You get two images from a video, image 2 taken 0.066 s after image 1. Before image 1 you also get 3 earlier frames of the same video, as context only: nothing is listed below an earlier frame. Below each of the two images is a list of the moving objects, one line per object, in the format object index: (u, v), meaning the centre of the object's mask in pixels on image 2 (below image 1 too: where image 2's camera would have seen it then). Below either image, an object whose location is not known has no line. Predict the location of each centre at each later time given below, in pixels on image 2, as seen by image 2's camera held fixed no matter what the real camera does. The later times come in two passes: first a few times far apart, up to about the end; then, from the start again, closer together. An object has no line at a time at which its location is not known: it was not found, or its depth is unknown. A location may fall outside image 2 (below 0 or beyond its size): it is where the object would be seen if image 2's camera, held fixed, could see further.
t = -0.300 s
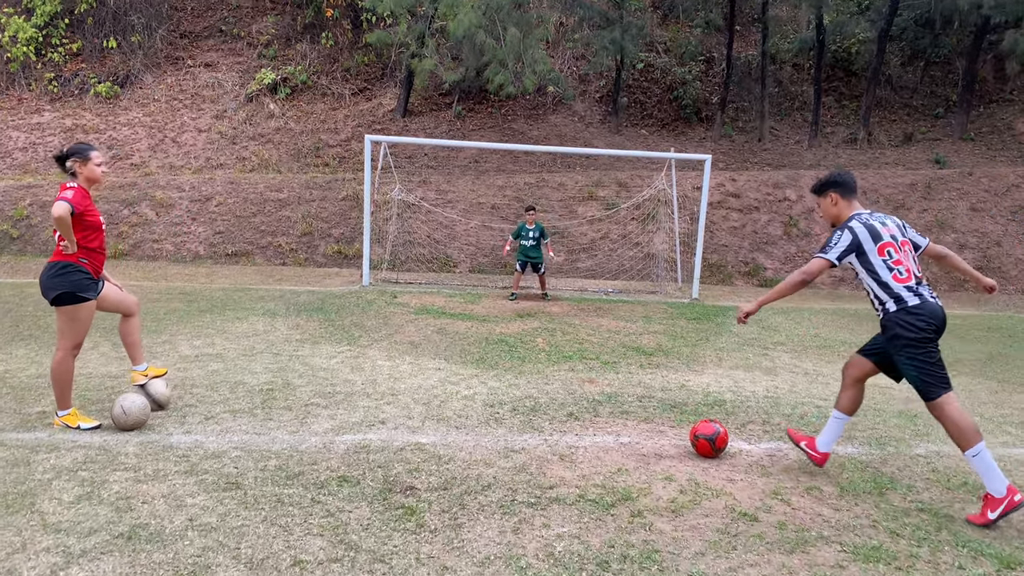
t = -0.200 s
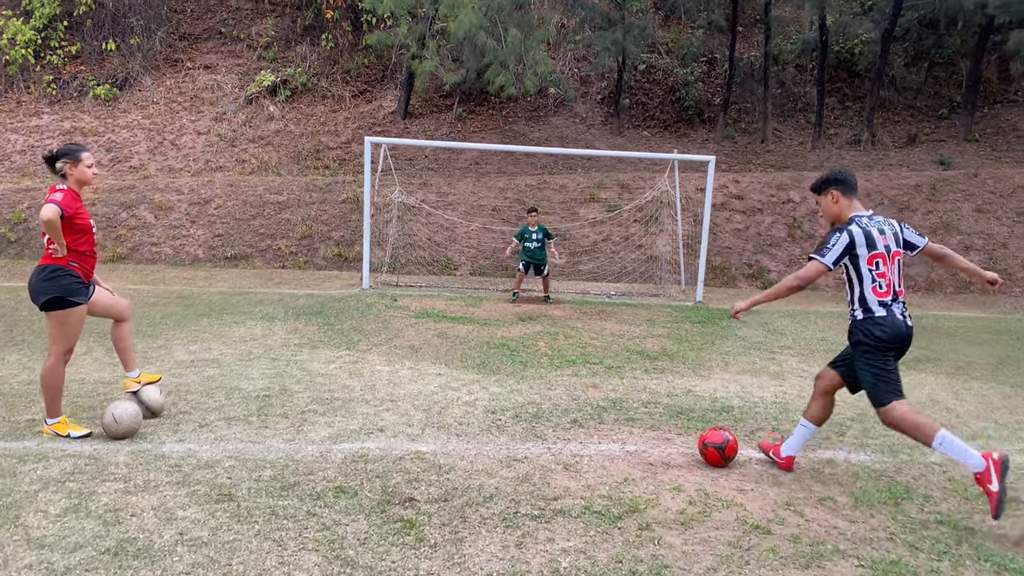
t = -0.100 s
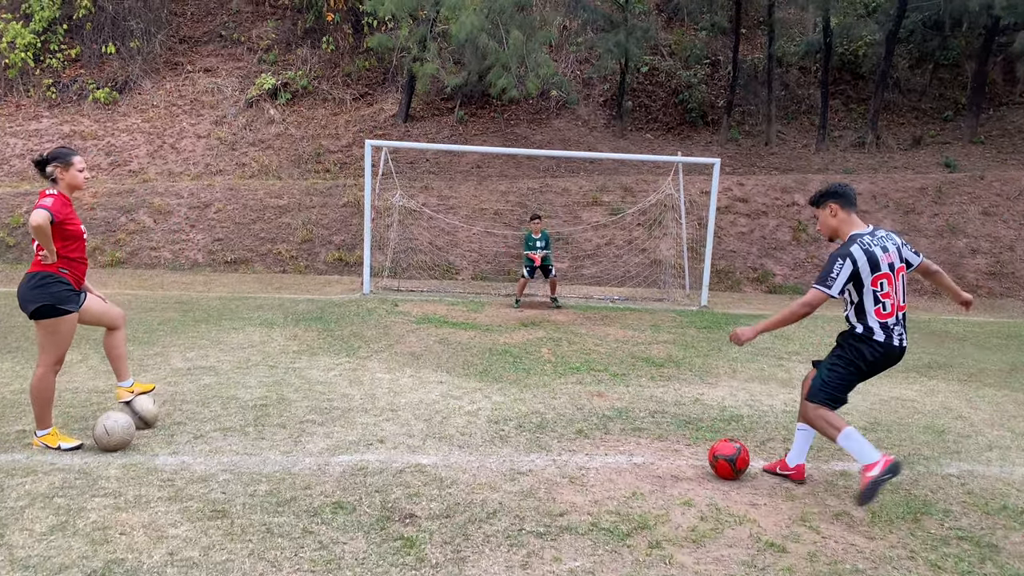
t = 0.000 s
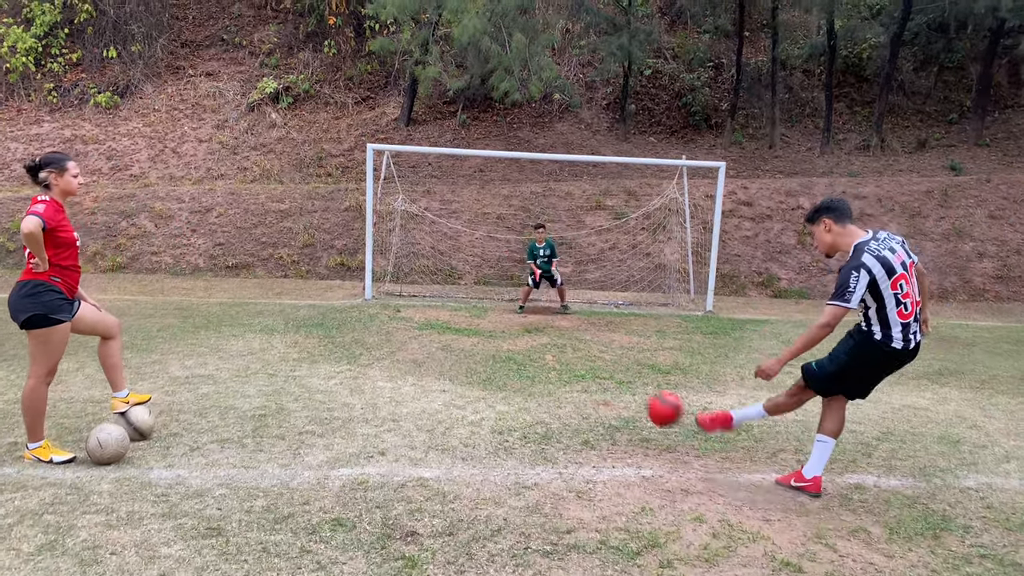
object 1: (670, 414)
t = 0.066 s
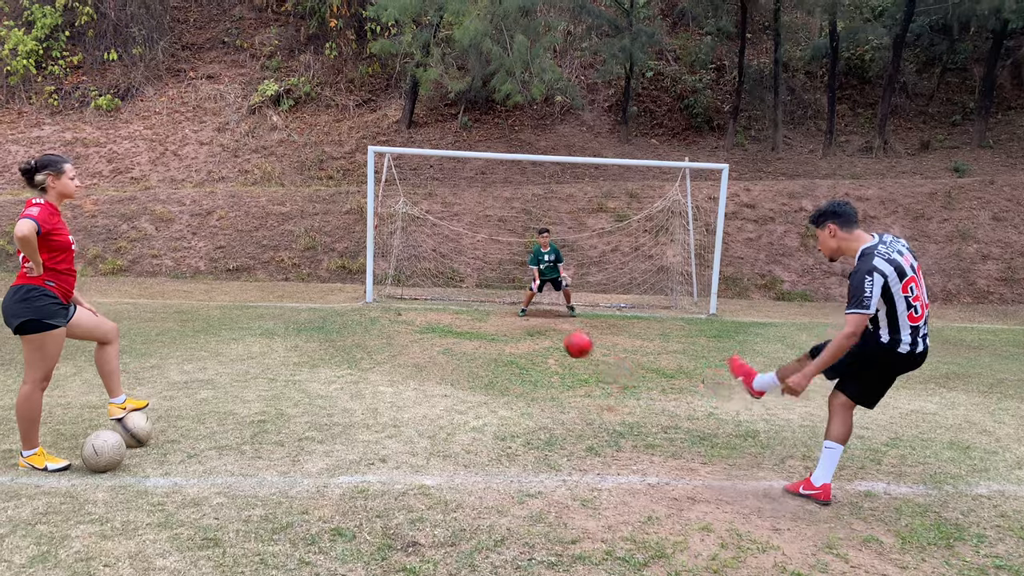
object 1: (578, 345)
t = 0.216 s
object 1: (471, 281)
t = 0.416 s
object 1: (403, 280)
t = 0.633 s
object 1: (378, 249)
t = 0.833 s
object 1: (363, 219)
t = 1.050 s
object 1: (361, 231)
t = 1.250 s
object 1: (373, 260)
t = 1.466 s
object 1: (378, 293)
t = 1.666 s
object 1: (386, 283)
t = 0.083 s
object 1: (562, 332)
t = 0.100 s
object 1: (547, 322)
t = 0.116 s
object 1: (533, 314)
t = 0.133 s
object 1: (521, 306)
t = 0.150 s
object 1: (509, 299)
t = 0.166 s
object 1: (498, 293)
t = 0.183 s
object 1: (488, 288)
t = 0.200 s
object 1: (479, 285)
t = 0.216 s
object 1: (471, 281)
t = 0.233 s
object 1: (464, 278)
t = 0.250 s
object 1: (456, 277)
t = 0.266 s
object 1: (450, 276)
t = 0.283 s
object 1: (443, 275)
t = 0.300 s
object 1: (437, 274)
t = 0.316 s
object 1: (433, 275)
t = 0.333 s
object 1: (426, 275)
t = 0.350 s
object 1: (420, 275)
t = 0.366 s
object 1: (416, 276)
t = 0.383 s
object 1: (413, 277)
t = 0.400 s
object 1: (407, 279)
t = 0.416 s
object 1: (403, 280)
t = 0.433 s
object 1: (400, 282)
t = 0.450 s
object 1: (396, 284)
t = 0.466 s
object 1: (393, 287)
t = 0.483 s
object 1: (389, 288)
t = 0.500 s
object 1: (387, 291)
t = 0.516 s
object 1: (385, 291)
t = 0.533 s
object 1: (384, 285)
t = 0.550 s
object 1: (383, 279)
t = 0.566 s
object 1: (382, 273)
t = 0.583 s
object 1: (381, 266)
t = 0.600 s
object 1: (380, 261)
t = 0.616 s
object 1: (379, 254)
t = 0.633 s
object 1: (378, 249)
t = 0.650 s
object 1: (378, 243)
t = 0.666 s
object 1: (378, 239)
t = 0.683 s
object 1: (378, 235)
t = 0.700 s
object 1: (377, 233)
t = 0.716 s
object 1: (376, 230)
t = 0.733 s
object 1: (376, 228)
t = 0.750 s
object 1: (375, 224)
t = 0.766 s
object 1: (375, 223)
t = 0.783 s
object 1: (375, 223)
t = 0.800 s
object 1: (375, 223)
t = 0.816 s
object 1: (374, 222)
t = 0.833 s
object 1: (363, 219)
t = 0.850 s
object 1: (362, 219)
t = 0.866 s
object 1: (362, 221)
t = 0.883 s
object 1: (362, 222)
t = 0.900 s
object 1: (362, 222)
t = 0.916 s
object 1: (362, 221)
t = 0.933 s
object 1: (362, 222)
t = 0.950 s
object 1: (362, 223)
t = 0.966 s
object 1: (362, 223)
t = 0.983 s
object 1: (362, 224)
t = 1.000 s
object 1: (362, 232)
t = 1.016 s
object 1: (361, 228)
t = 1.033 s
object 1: (361, 229)
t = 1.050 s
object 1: (361, 231)
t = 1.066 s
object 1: (362, 233)
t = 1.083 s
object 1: (362, 235)
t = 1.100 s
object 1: (362, 238)
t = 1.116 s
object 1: (362, 242)
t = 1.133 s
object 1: (362, 243)
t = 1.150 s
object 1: (362, 245)
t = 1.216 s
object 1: (372, 255)
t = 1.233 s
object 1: (373, 258)
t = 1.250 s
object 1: (373, 260)
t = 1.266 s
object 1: (373, 265)
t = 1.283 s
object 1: (373, 268)
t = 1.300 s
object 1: (374, 271)
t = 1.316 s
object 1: (374, 274)
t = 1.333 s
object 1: (374, 277)
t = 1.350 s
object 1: (376, 280)
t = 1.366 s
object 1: (376, 285)
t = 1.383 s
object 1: (376, 289)
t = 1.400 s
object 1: (377, 293)
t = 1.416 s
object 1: (377, 296)
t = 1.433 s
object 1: (377, 295)
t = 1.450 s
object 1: (378, 294)
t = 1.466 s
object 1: (378, 293)
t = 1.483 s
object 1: (379, 291)
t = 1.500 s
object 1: (380, 289)
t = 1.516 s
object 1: (381, 287)
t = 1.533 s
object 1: (381, 286)
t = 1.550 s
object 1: (382, 285)
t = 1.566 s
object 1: (382, 285)
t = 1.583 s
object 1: (383, 284)
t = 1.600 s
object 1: (383, 284)
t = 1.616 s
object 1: (385, 283)
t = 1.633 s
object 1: (385, 283)
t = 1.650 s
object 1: (386, 283)
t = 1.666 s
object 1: (386, 283)
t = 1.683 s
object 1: (387, 283)
